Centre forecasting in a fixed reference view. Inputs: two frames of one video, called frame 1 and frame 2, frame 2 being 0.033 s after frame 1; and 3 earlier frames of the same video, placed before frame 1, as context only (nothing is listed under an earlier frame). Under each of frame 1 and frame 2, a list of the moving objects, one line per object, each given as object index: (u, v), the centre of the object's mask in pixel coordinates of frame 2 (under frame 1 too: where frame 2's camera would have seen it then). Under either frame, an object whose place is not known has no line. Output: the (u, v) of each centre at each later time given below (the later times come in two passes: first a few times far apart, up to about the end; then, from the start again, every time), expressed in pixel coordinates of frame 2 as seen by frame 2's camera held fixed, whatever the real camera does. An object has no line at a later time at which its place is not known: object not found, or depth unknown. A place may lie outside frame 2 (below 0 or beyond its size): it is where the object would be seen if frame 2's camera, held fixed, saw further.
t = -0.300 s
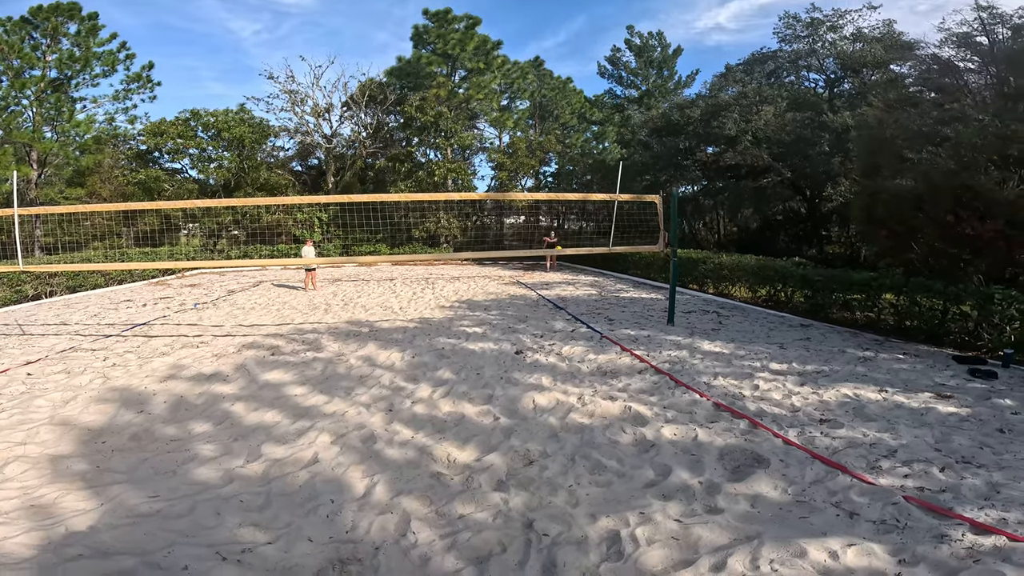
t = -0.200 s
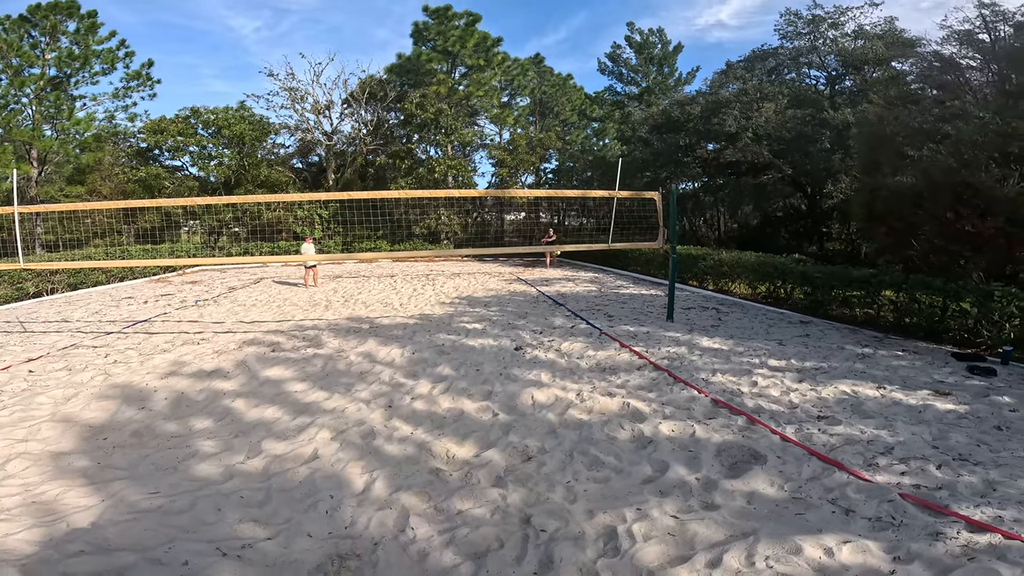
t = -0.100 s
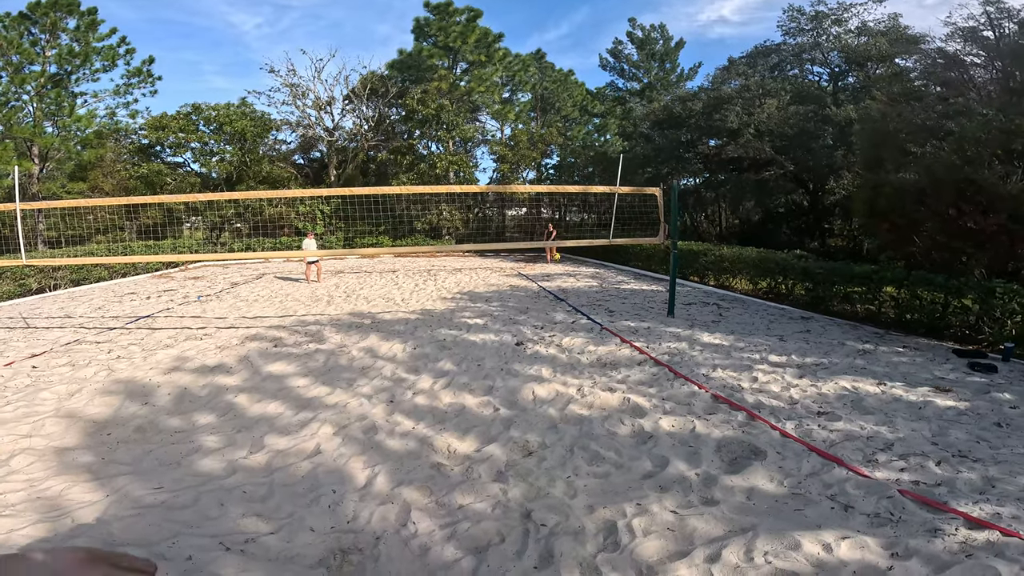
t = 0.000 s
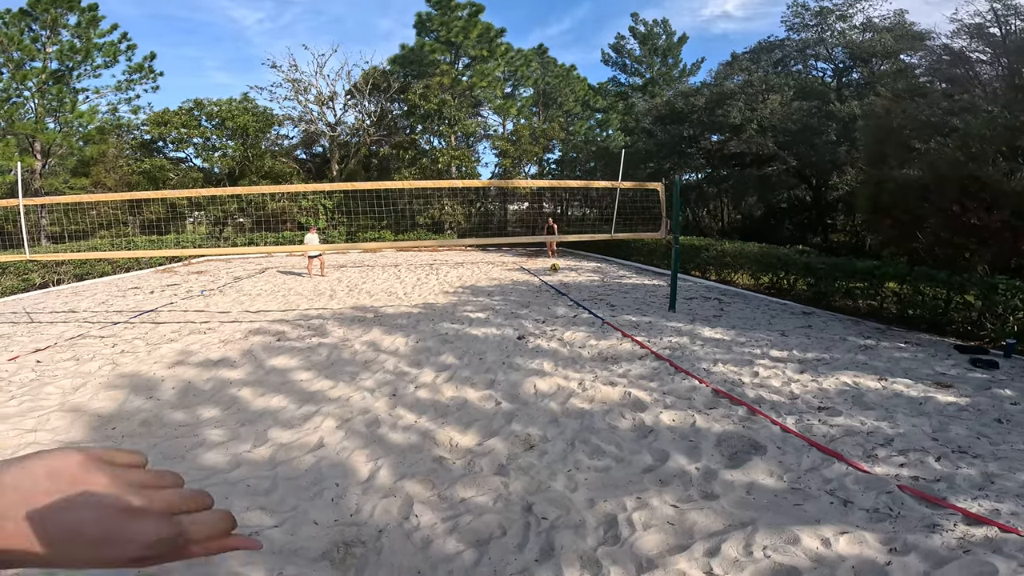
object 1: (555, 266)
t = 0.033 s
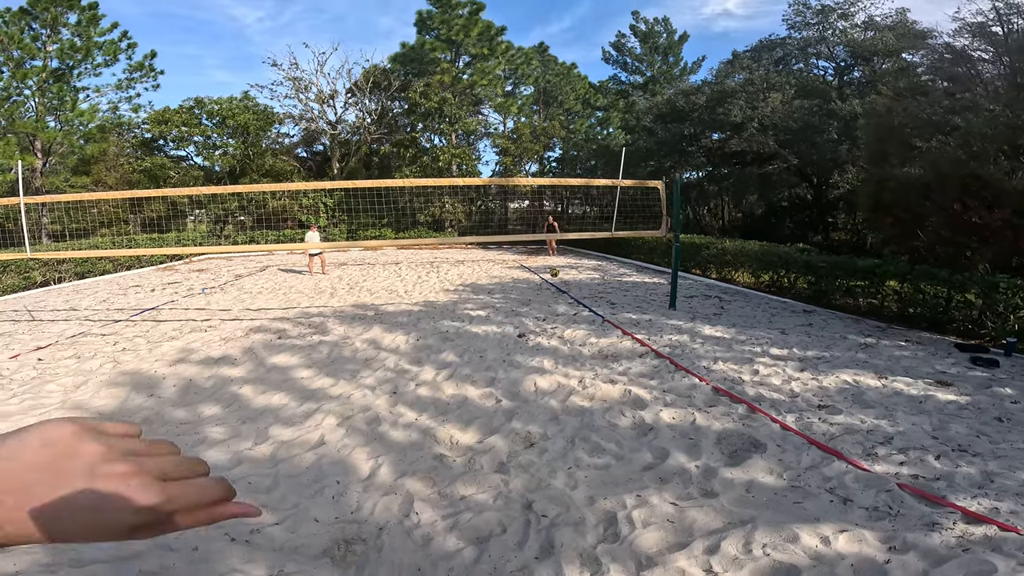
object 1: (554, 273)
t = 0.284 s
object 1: (546, 288)
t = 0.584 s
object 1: (532, 316)
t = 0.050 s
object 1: (553, 277)
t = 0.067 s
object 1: (553, 281)
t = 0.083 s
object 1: (552, 285)
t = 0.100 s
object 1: (552, 289)
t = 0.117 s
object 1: (551, 294)
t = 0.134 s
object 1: (552, 296)
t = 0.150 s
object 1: (551, 296)
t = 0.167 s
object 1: (550, 293)
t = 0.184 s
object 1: (550, 293)
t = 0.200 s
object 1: (549, 292)
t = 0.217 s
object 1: (548, 290)
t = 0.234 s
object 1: (548, 290)
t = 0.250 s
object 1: (548, 289)
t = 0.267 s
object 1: (546, 288)
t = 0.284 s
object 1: (546, 288)
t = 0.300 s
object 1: (546, 288)
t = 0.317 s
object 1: (545, 288)
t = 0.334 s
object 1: (544, 288)
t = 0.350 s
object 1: (543, 288)
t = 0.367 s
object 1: (543, 288)
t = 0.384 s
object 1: (543, 288)
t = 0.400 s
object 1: (541, 290)
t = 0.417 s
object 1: (541, 291)
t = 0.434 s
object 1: (540, 293)
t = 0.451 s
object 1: (539, 294)
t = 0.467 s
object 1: (538, 295)
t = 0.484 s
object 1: (537, 297)
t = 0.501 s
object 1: (536, 300)
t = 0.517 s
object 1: (536, 303)
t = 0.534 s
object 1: (535, 306)
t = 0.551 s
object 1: (534, 309)
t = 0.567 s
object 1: (533, 312)
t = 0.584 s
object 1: (532, 316)
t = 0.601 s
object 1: (531, 321)
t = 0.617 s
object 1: (530, 325)
